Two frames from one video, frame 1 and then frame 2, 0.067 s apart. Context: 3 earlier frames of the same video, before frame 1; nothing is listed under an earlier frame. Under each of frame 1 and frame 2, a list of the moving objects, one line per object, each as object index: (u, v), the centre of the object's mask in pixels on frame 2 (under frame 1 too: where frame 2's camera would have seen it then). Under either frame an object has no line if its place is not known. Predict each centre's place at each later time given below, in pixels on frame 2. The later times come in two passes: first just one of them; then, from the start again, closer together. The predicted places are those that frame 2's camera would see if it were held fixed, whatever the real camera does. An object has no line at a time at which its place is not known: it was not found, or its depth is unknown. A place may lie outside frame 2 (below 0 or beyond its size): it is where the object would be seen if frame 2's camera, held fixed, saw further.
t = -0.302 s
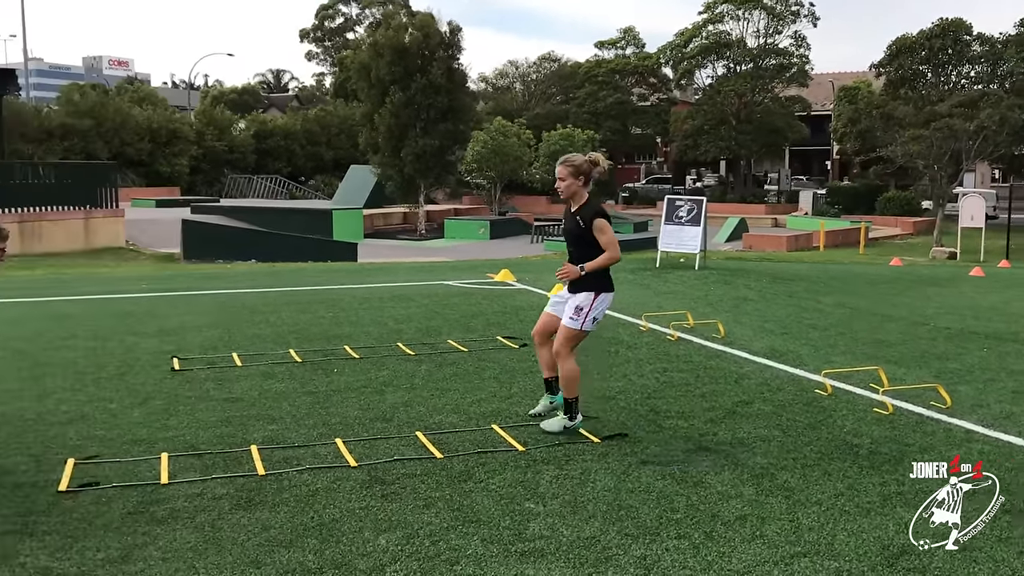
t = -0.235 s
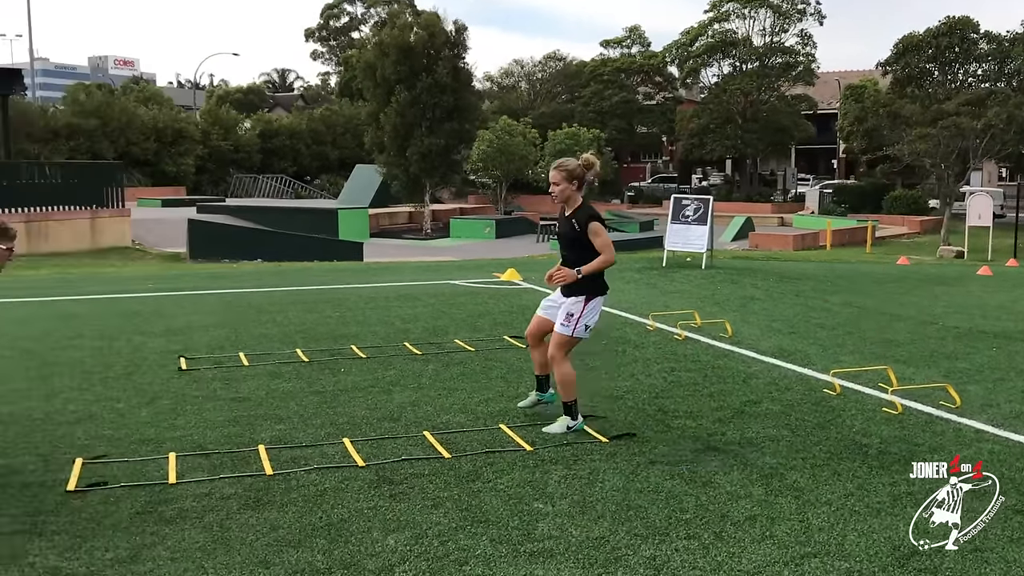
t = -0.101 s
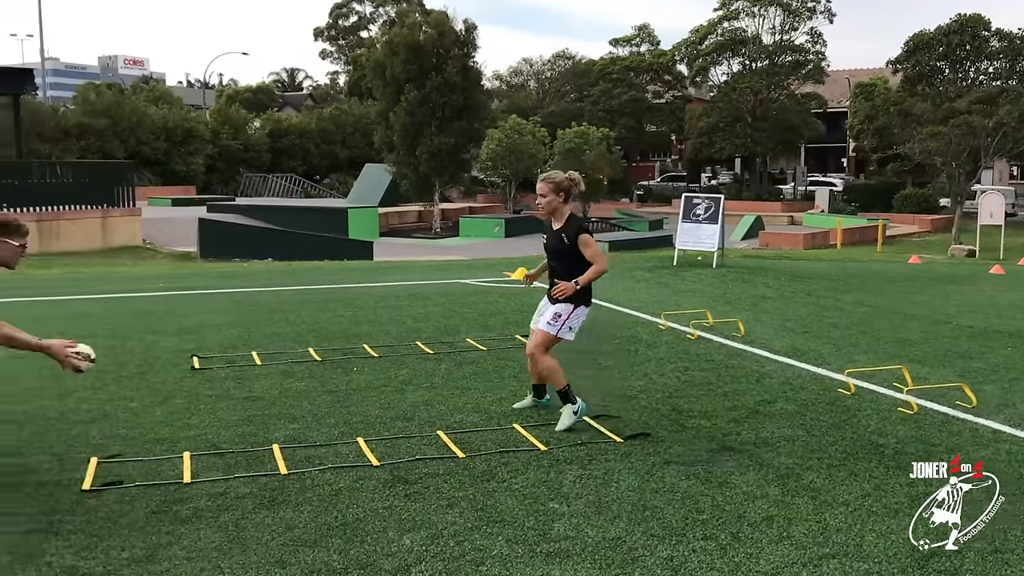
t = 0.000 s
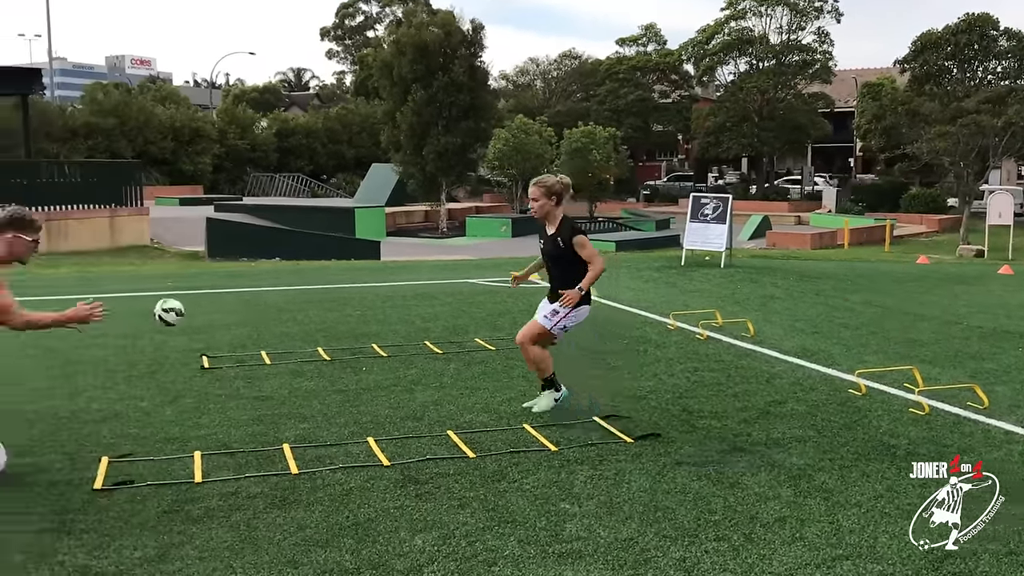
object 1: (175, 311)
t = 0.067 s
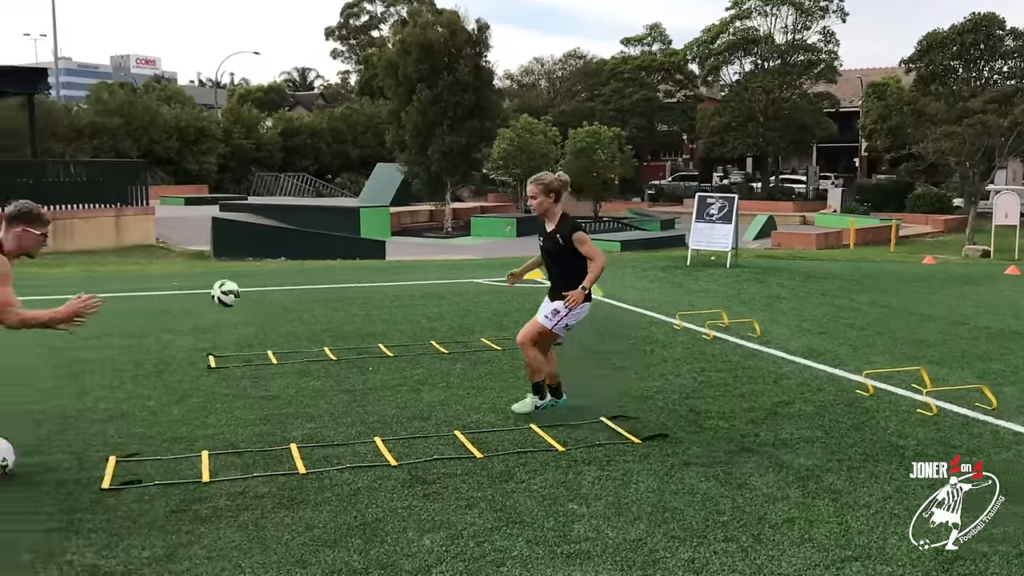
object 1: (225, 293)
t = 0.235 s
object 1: (342, 283)
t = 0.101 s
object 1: (250, 287)
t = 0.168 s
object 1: (297, 281)
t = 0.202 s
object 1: (321, 281)
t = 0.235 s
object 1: (342, 283)
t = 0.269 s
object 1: (363, 286)
